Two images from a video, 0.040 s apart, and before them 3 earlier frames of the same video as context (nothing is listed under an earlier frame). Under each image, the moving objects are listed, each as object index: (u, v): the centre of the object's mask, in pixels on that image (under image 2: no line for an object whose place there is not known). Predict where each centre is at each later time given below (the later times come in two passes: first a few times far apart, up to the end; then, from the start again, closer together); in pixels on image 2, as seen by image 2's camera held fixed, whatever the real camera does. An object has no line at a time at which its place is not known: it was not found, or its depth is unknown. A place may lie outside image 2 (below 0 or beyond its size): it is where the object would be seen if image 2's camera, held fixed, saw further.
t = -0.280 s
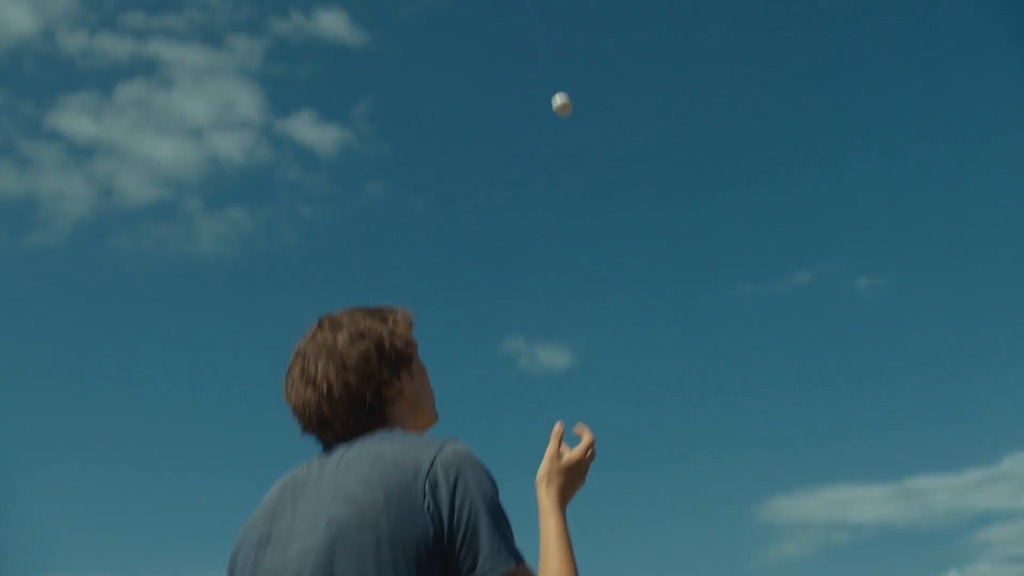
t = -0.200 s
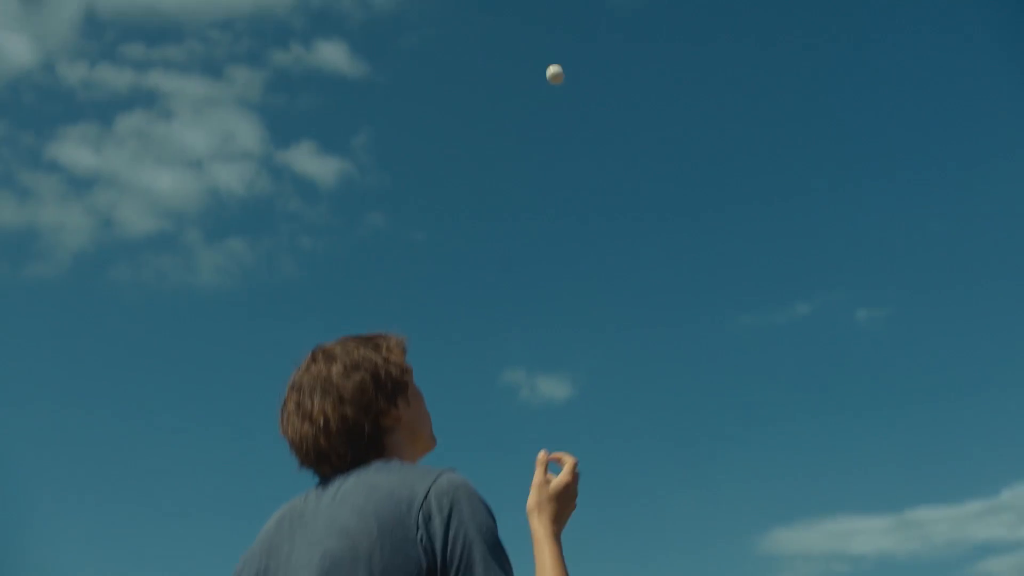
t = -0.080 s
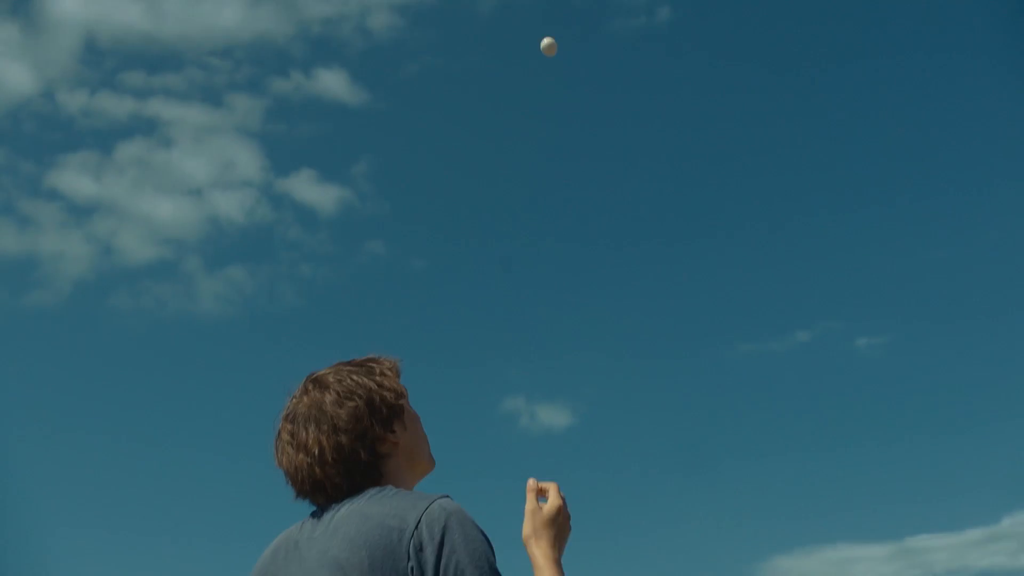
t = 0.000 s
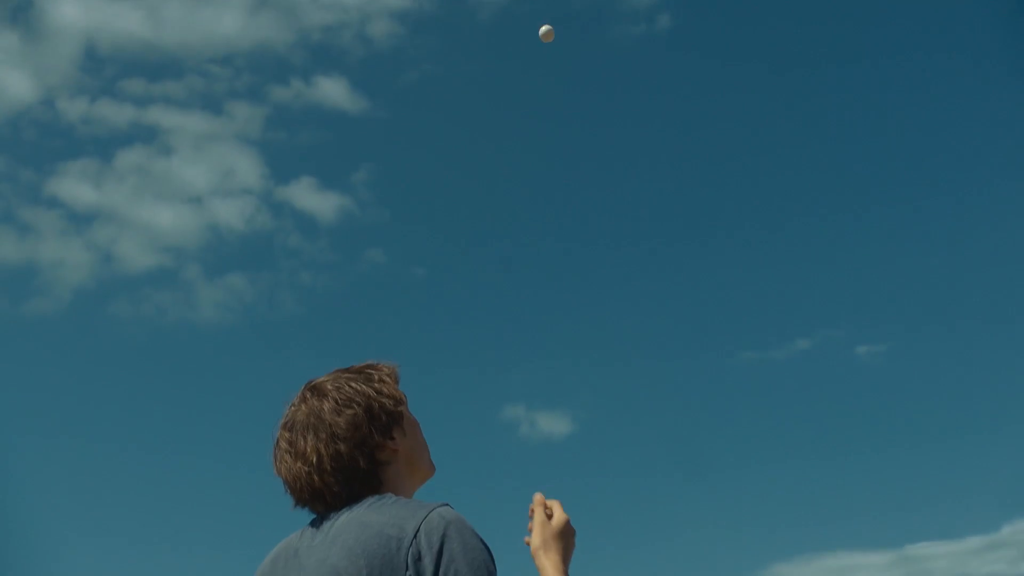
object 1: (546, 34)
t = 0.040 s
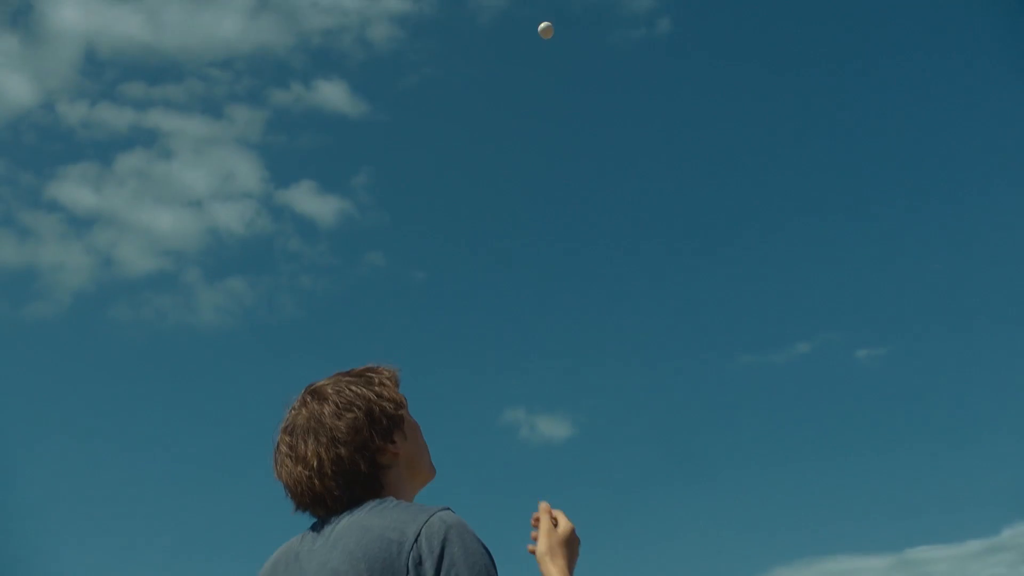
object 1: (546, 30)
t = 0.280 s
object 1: (544, 35)
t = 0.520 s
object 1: (557, 143)
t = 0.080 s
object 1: (545, 25)
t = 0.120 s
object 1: (545, 22)
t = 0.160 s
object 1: (544, 22)
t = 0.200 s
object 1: (543, 25)
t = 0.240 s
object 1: (543, 29)
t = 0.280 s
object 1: (544, 35)
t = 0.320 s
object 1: (546, 41)
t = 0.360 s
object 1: (547, 53)
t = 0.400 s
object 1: (549, 69)
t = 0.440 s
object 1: (551, 88)
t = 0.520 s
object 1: (557, 143)
